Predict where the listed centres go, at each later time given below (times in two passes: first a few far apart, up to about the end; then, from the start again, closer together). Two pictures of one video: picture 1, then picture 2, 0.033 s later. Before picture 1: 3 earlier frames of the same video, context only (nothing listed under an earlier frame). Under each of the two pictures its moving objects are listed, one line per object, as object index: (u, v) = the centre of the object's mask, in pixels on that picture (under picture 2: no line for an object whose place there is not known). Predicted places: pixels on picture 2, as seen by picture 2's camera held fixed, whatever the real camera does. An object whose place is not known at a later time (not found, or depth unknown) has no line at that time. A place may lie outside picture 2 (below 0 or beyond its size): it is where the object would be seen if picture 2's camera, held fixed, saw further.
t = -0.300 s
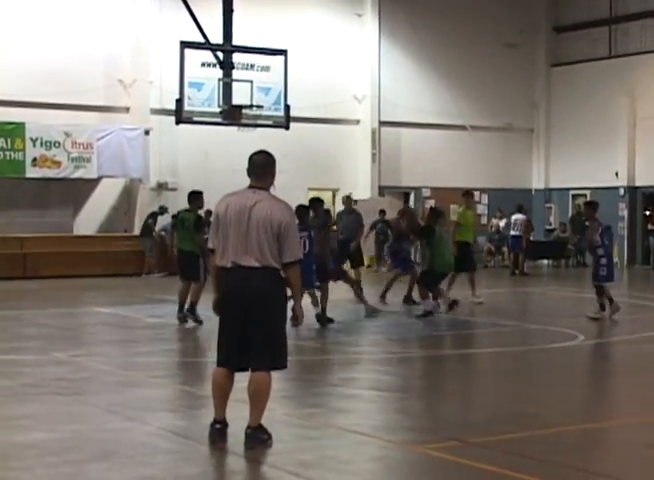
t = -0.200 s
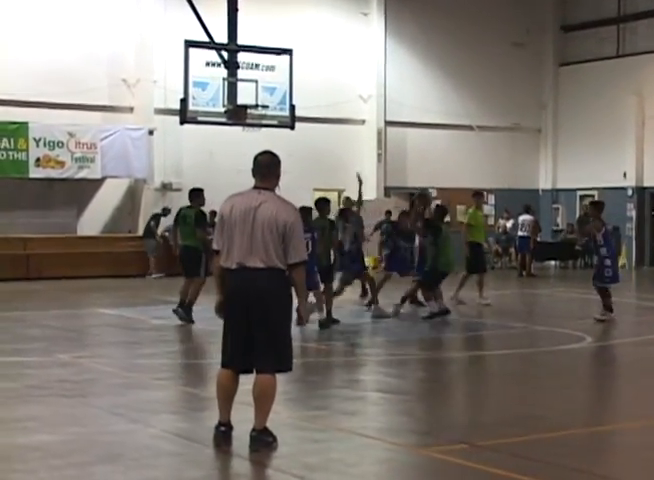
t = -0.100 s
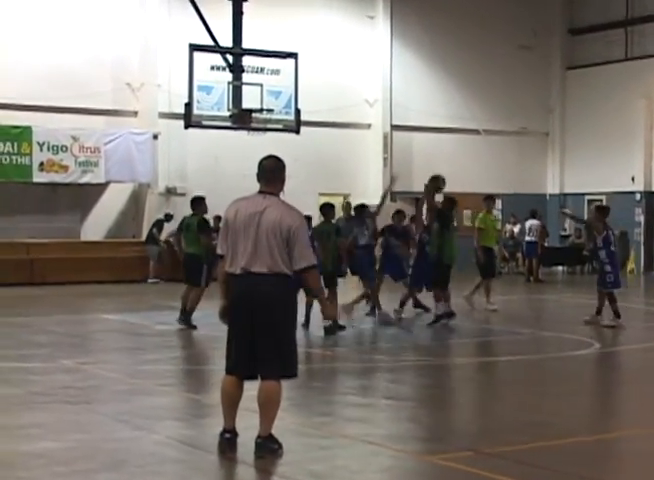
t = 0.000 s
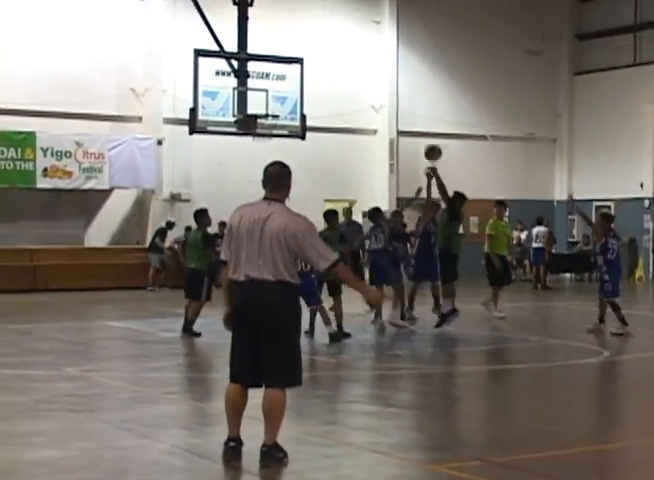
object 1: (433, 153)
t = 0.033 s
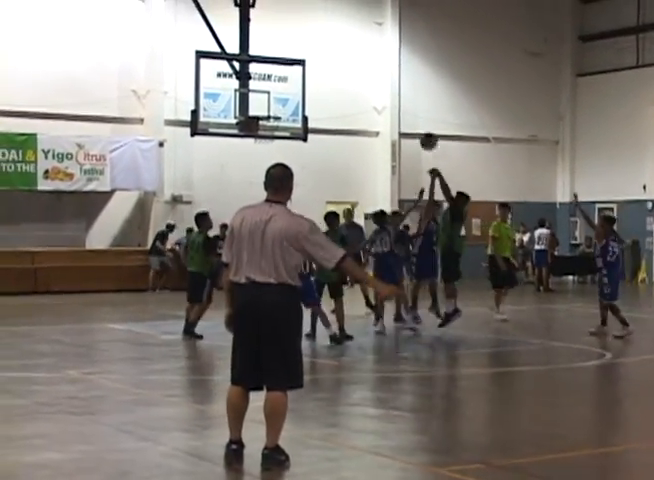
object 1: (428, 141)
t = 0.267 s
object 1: (386, 72)
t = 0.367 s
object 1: (367, 55)
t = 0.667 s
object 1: (314, 49)
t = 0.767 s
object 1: (297, 61)
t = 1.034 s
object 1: (263, 115)
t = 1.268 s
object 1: (269, 127)
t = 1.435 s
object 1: (258, 143)
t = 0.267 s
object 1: (386, 72)
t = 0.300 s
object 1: (380, 66)
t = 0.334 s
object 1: (374, 60)
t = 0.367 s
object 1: (367, 55)
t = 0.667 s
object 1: (314, 49)
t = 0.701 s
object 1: (309, 52)
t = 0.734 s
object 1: (303, 56)
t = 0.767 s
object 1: (297, 61)
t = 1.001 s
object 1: (259, 112)
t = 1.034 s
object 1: (263, 115)
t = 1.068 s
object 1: (267, 124)
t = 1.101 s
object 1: (270, 126)
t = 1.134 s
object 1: (272, 124)
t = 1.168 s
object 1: (273, 121)
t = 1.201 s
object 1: (272, 122)
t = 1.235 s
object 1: (271, 124)
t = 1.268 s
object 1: (269, 127)
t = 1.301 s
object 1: (269, 130)
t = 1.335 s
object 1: (266, 133)
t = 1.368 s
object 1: (263, 136)
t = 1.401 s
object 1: (261, 139)
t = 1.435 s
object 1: (258, 143)
